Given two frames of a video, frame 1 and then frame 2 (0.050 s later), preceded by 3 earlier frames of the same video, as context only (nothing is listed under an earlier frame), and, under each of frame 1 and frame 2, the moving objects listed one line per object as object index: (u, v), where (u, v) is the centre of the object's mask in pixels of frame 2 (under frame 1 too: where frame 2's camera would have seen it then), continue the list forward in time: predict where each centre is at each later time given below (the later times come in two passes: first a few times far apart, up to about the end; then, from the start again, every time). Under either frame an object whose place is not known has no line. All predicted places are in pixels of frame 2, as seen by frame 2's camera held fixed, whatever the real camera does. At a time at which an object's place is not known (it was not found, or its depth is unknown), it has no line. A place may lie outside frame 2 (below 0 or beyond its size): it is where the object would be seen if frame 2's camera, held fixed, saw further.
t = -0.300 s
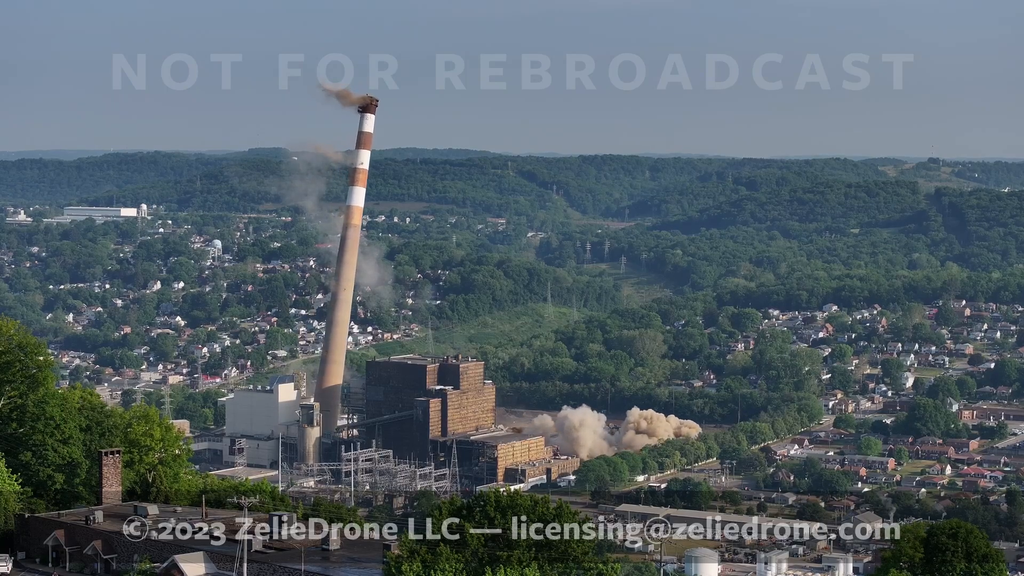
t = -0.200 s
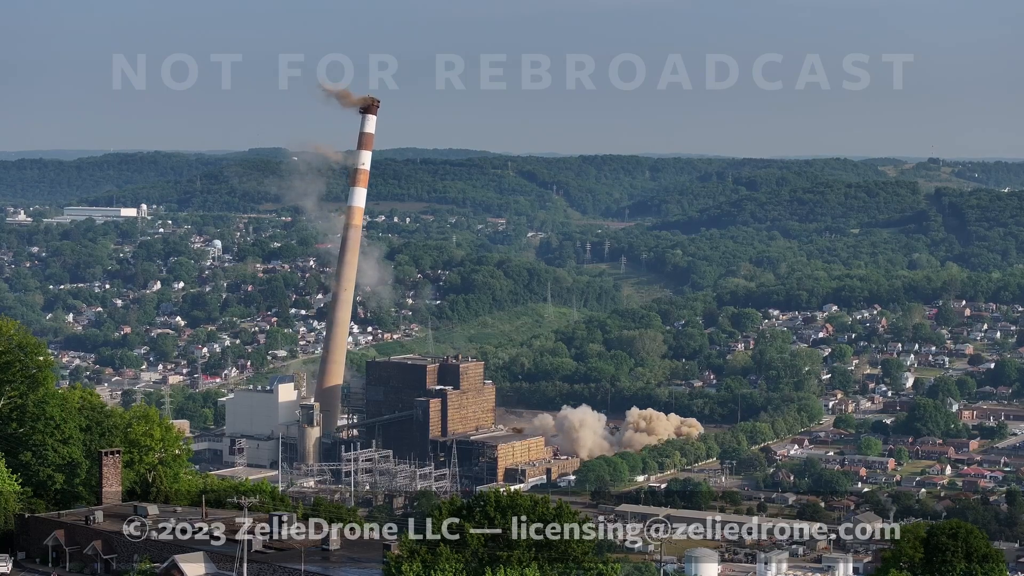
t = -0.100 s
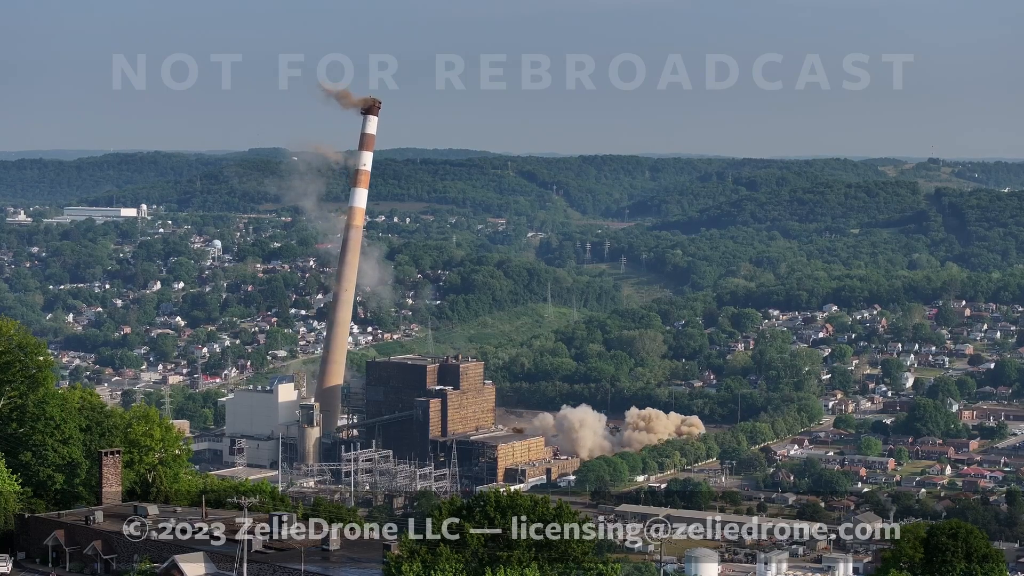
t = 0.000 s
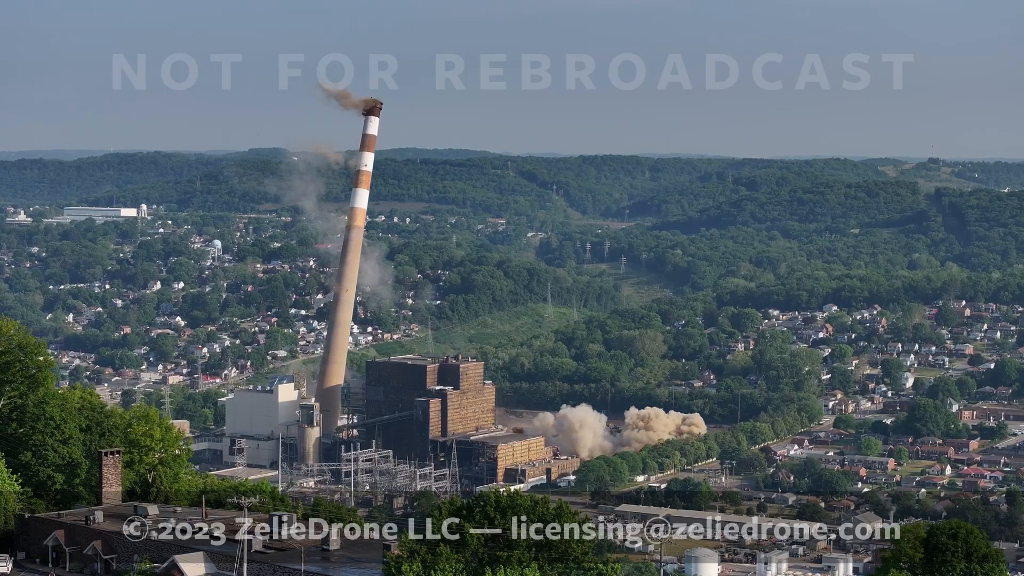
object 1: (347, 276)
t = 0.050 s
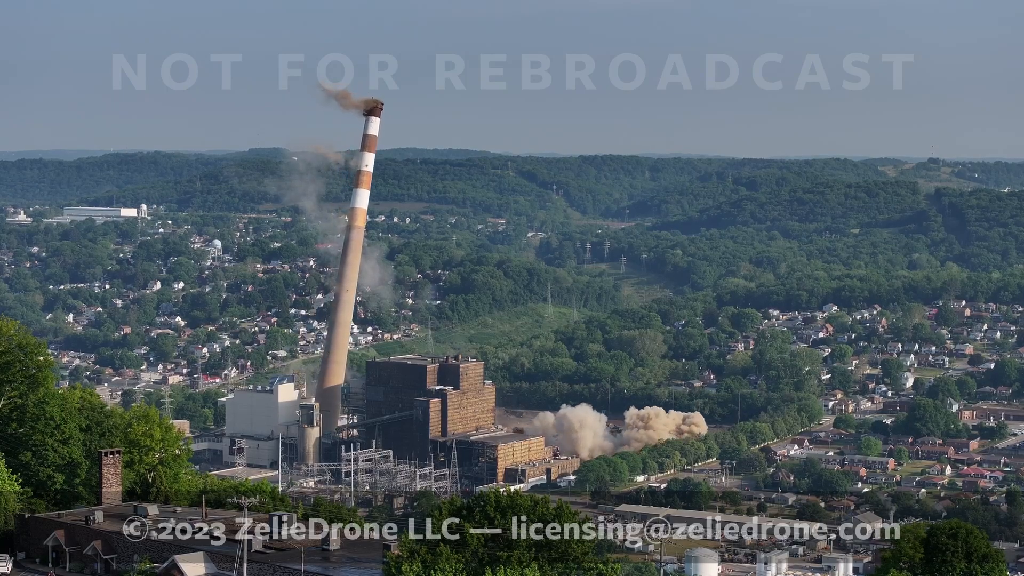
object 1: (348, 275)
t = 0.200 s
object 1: (349, 275)
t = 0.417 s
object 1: (351, 275)
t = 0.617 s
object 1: (353, 276)
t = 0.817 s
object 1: (355, 277)
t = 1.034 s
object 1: (357, 277)
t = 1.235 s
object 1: (359, 279)
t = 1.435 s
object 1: (360, 286)
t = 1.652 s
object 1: (363, 282)
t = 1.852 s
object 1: (366, 281)
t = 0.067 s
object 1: (348, 276)
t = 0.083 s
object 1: (348, 275)
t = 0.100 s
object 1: (348, 275)
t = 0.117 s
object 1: (348, 275)
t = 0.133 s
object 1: (349, 275)
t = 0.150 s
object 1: (349, 275)
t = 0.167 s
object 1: (349, 275)
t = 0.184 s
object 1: (349, 275)
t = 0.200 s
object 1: (349, 275)
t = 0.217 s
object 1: (349, 276)
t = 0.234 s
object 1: (349, 275)
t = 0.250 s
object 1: (350, 275)
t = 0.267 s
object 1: (350, 275)
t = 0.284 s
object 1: (350, 278)
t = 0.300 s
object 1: (350, 278)
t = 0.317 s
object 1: (350, 278)
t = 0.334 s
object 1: (350, 275)
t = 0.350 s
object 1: (350, 275)
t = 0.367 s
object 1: (351, 276)
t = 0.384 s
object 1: (351, 276)
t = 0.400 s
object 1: (351, 276)
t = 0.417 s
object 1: (351, 275)
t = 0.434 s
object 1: (351, 275)
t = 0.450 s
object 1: (351, 278)
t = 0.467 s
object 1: (351, 276)
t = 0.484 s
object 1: (352, 276)
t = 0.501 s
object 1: (352, 276)
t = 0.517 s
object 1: (352, 275)
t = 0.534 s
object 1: (352, 276)
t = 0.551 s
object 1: (352, 276)
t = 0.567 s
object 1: (352, 276)
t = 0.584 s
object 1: (352, 276)
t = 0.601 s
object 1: (353, 276)
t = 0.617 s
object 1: (353, 276)
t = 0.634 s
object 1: (353, 276)
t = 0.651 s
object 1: (353, 277)
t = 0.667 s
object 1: (353, 277)
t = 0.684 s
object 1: (353, 276)
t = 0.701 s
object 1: (353, 277)
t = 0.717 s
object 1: (354, 277)
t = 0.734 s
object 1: (354, 277)
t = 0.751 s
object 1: (354, 277)
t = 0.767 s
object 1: (354, 277)
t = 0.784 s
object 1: (354, 278)
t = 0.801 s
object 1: (354, 277)
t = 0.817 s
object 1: (355, 277)
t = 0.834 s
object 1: (355, 277)
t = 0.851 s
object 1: (355, 278)
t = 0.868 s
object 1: (355, 278)
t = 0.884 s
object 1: (355, 278)
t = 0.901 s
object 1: (355, 277)
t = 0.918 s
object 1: (356, 277)
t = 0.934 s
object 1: (356, 278)
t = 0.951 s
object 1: (356, 278)
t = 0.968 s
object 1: (356, 278)
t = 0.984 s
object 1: (356, 277)
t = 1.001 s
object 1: (356, 277)
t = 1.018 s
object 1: (357, 277)
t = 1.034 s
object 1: (357, 277)
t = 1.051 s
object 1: (357, 277)
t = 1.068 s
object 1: (357, 277)
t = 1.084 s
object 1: (357, 278)
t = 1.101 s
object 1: (358, 278)
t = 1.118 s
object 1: (358, 278)
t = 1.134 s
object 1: (358, 278)
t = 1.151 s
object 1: (358, 278)
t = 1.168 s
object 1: (358, 278)
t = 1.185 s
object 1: (358, 278)
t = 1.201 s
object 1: (359, 278)
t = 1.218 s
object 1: (359, 278)
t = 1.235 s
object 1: (359, 279)
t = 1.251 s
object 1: (359, 279)
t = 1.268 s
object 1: (359, 279)
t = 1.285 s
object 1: (359, 279)
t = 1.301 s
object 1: (360, 279)
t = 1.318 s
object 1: (360, 279)
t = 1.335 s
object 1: (360, 279)
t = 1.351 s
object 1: (360, 279)
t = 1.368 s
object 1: (361, 278)
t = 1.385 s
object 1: (361, 278)
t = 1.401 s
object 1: (361, 278)
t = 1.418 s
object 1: (360, 285)
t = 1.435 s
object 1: (360, 286)
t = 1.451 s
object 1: (360, 286)
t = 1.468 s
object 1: (361, 286)
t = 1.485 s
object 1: (361, 286)
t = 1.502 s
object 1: (361, 286)
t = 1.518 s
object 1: (361, 286)
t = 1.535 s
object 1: (362, 283)
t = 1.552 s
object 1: (362, 286)
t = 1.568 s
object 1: (362, 282)
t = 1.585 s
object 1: (362, 286)
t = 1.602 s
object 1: (363, 282)
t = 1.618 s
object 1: (363, 282)
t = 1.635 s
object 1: (363, 282)
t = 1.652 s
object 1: (363, 282)
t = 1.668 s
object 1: (364, 282)
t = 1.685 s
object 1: (364, 282)
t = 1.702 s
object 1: (364, 282)
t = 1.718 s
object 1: (364, 282)
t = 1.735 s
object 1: (365, 281)
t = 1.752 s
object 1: (365, 281)
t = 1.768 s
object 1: (365, 281)
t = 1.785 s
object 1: (365, 281)
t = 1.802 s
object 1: (366, 281)
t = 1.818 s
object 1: (366, 281)
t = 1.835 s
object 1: (366, 281)
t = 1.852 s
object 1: (366, 281)
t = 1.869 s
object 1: (366, 281)
